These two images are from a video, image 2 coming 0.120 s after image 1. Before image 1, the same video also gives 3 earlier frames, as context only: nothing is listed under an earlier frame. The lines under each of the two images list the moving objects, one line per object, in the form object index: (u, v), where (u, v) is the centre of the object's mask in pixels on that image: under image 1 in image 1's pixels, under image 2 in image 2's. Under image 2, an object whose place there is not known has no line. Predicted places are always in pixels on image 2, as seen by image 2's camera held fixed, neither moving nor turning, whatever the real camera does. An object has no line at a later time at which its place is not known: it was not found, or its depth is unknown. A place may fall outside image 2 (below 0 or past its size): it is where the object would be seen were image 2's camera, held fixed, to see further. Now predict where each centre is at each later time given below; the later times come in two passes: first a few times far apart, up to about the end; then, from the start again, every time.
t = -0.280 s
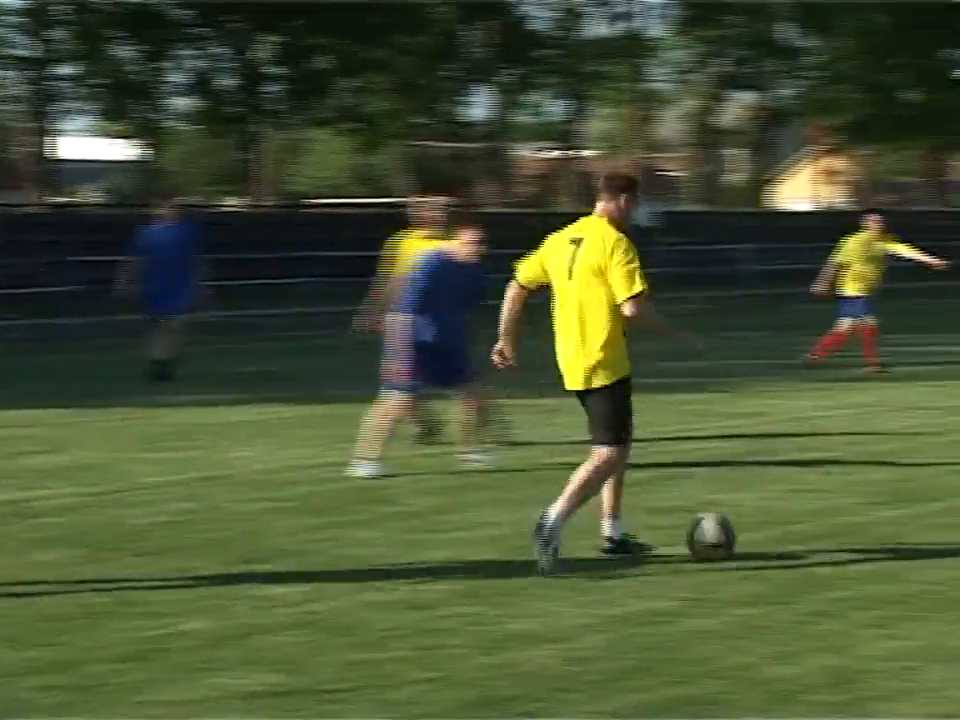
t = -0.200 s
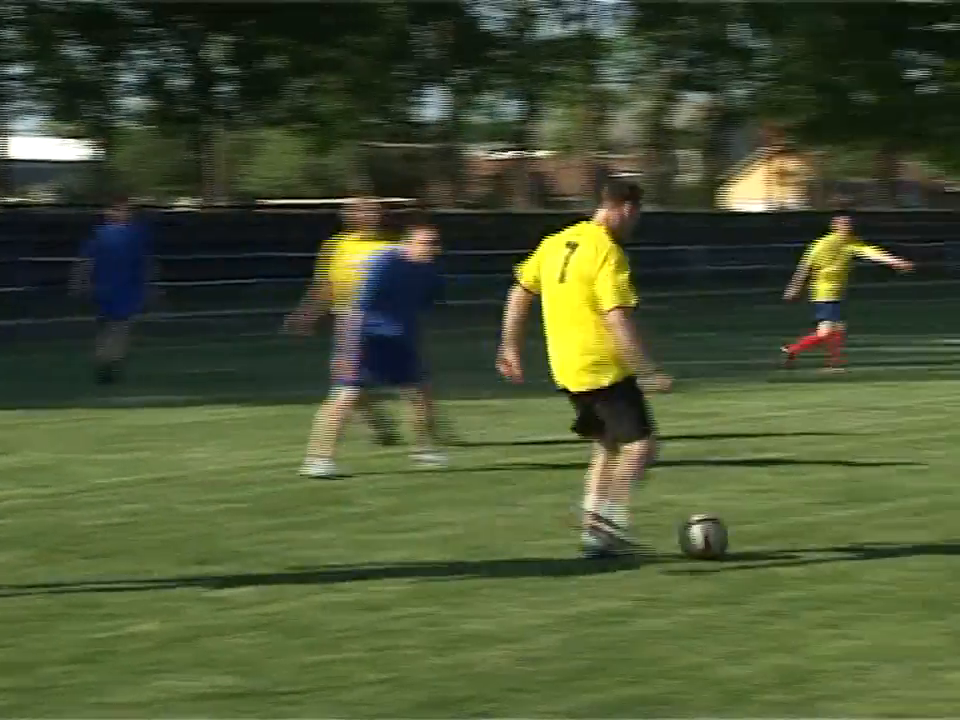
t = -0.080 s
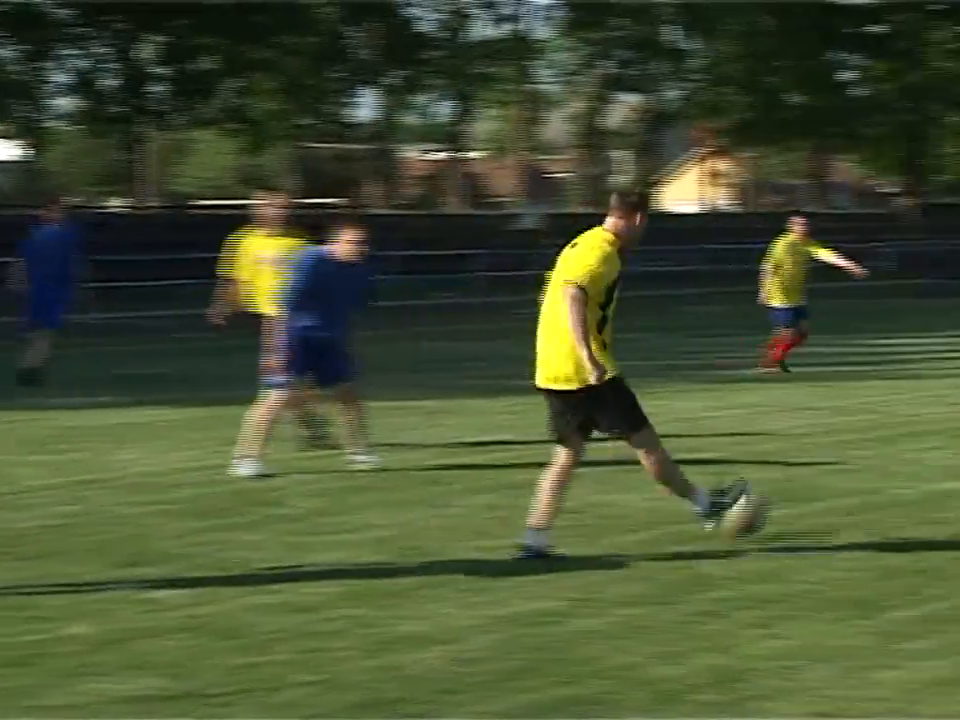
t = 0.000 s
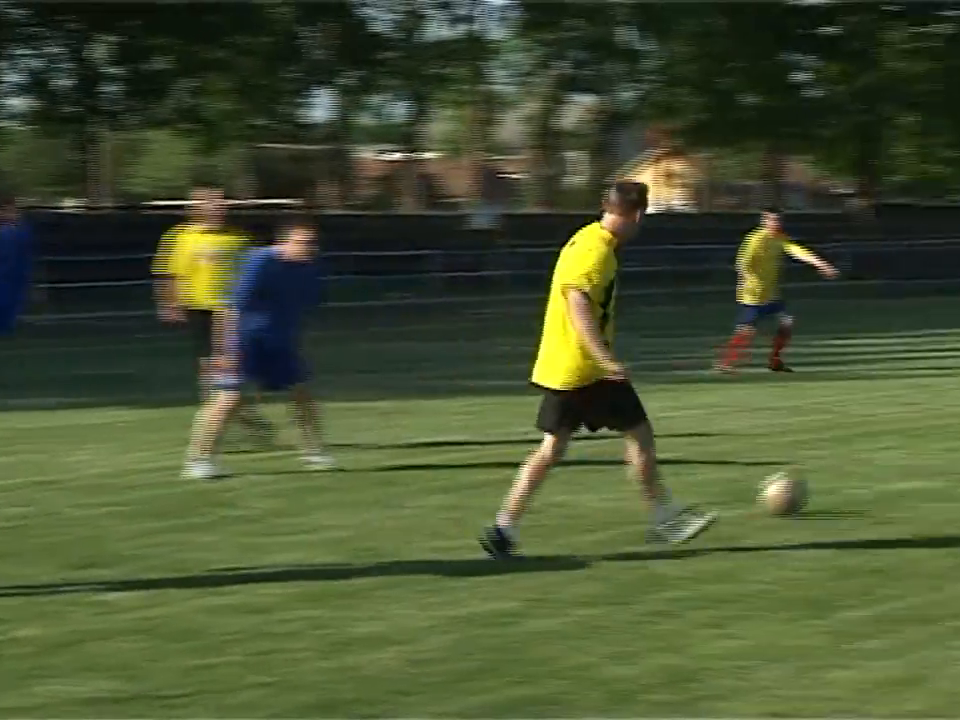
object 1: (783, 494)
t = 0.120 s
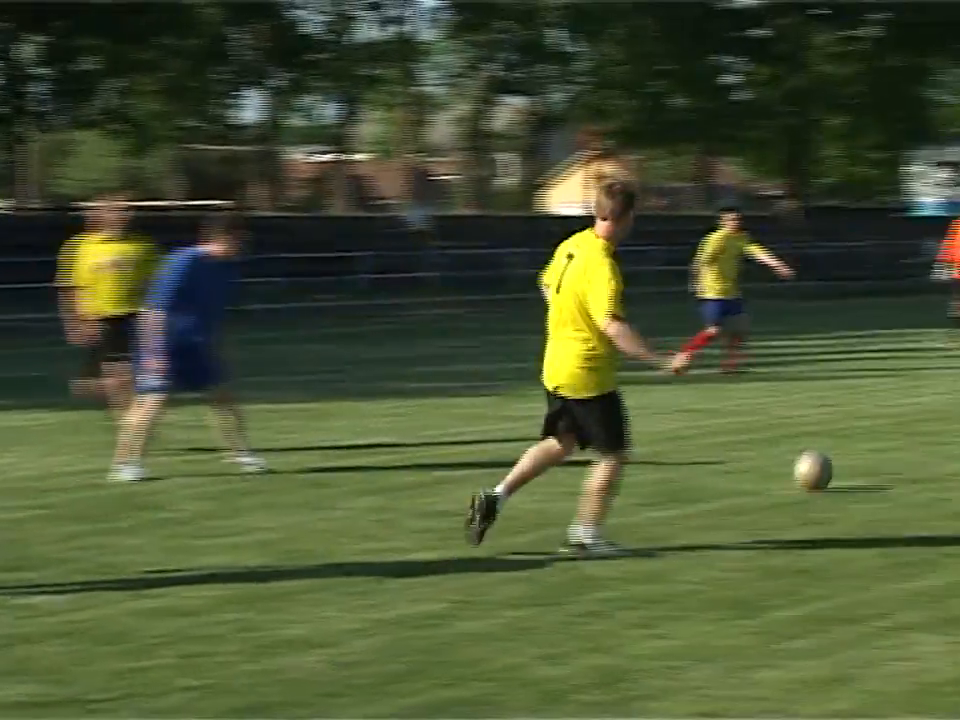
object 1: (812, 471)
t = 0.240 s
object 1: (885, 456)
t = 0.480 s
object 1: (980, 430)
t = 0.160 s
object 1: (838, 464)
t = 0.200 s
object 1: (863, 459)
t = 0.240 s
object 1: (885, 456)
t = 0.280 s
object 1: (904, 451)
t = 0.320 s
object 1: (921, 446)
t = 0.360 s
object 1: (936, 442)
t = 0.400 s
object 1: (952, 439)
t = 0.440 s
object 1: (968, 435)
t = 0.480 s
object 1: (980, 430)
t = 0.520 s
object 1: (992, 426)
